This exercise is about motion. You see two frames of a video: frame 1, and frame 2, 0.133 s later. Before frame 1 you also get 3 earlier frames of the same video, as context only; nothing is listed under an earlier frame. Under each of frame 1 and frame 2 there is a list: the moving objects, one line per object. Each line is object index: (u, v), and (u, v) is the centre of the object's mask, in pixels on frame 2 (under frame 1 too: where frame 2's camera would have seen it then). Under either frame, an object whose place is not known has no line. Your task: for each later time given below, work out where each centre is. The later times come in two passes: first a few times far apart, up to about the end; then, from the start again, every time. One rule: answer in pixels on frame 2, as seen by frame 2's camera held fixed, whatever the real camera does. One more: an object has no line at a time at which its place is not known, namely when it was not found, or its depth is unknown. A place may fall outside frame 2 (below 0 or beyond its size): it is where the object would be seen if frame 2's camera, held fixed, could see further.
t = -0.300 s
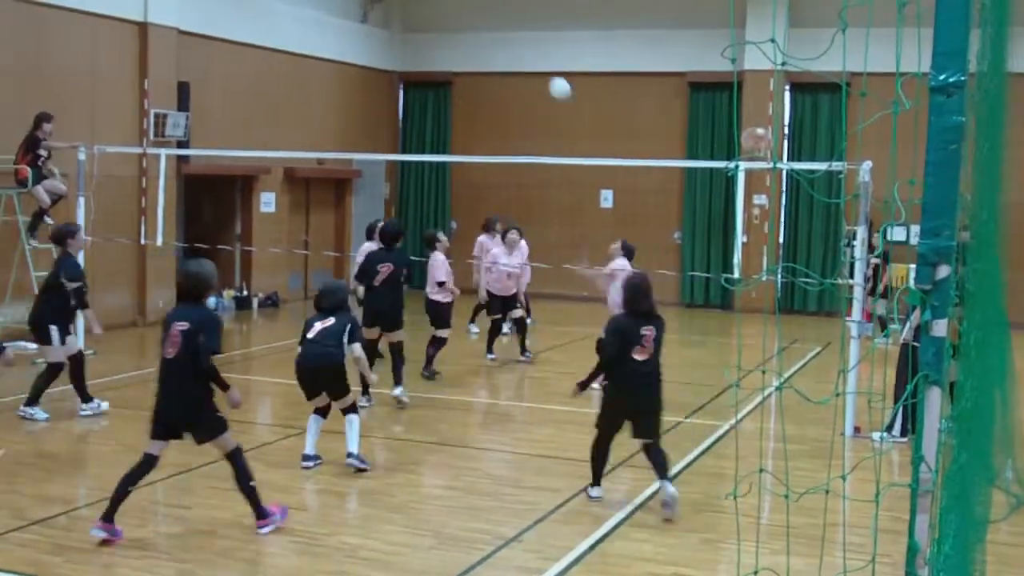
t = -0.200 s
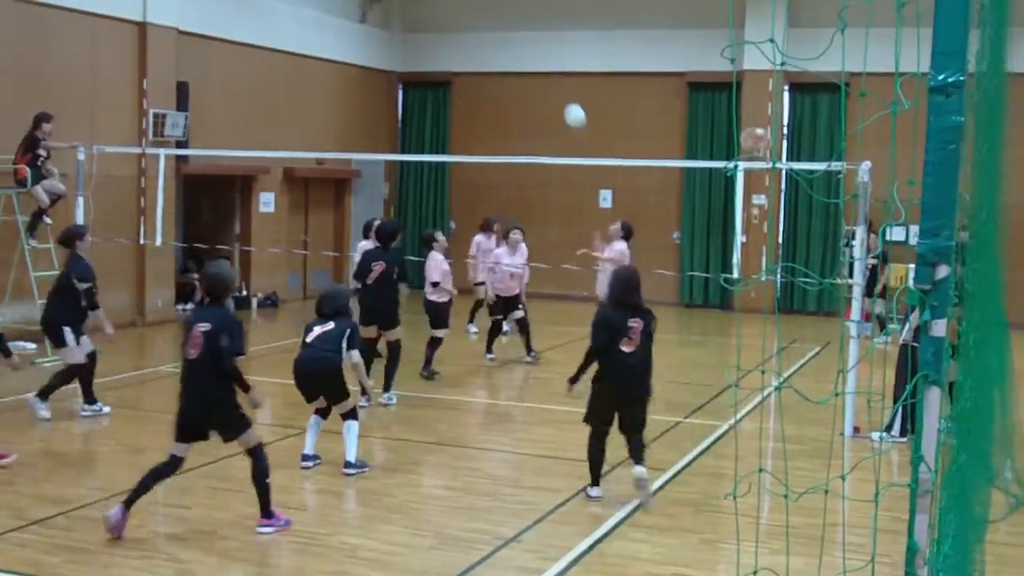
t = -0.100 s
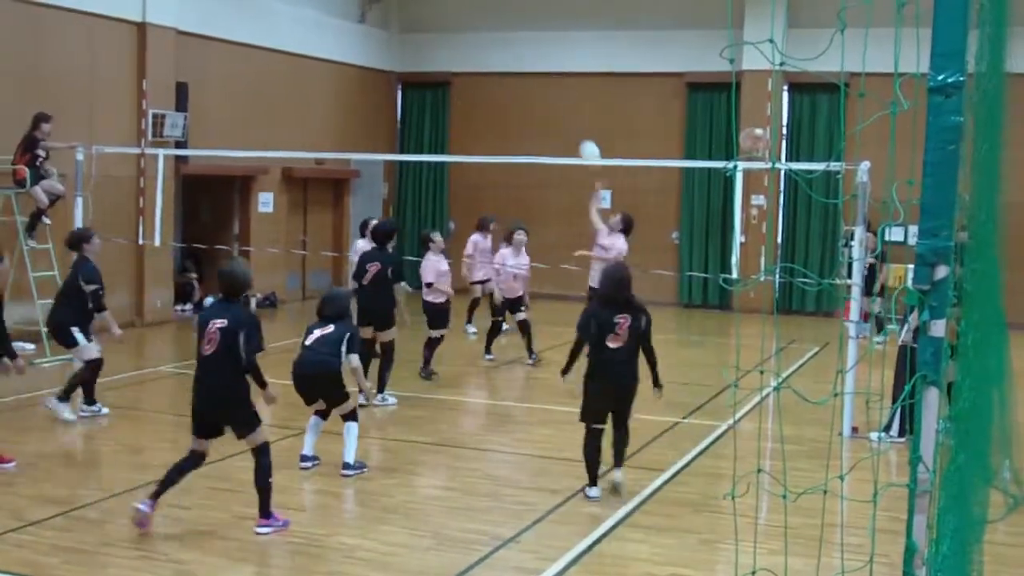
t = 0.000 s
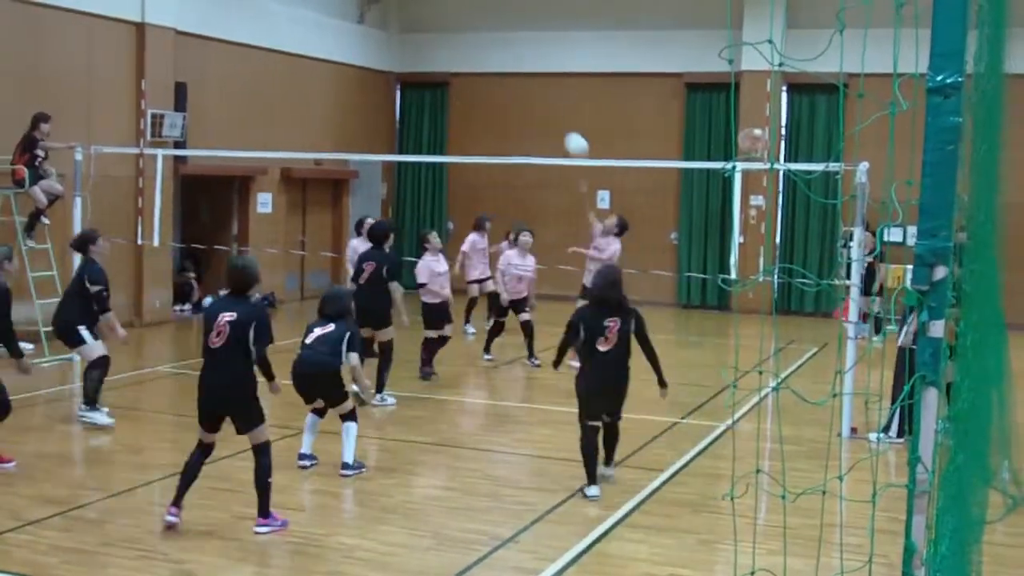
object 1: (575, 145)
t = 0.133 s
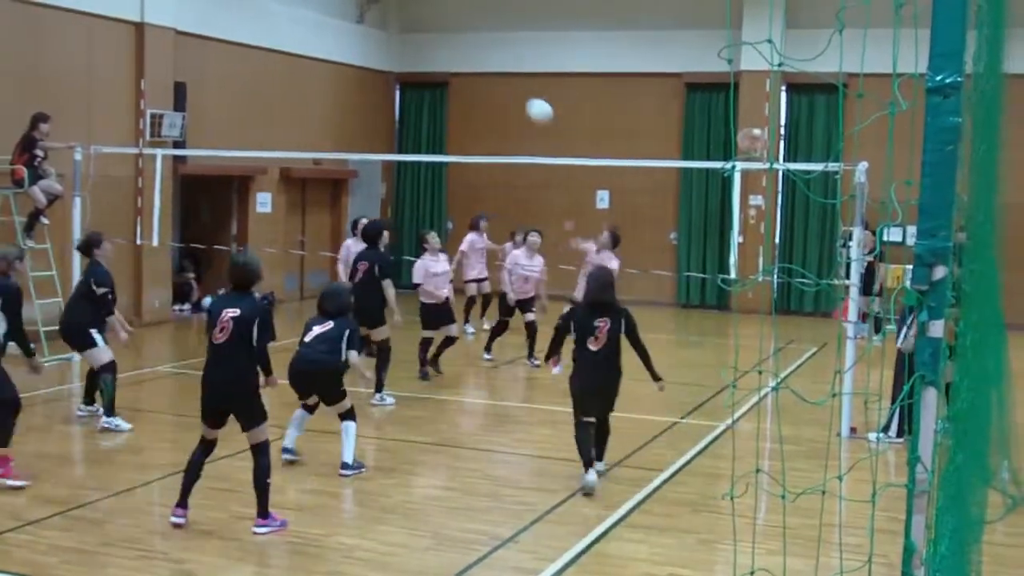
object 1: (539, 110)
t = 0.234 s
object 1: (508, 93)
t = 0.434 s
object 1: (436, 93)
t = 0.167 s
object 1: (529, 104)
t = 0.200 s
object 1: (519, 99)
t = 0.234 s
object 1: (508, 93)
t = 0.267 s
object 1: (497, 90)
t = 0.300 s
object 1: (486, 88)
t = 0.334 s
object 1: (474, 88)
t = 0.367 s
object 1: (463, 88)
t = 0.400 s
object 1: (450, 90)
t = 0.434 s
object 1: (436, 93)
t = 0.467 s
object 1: (423, 98)
